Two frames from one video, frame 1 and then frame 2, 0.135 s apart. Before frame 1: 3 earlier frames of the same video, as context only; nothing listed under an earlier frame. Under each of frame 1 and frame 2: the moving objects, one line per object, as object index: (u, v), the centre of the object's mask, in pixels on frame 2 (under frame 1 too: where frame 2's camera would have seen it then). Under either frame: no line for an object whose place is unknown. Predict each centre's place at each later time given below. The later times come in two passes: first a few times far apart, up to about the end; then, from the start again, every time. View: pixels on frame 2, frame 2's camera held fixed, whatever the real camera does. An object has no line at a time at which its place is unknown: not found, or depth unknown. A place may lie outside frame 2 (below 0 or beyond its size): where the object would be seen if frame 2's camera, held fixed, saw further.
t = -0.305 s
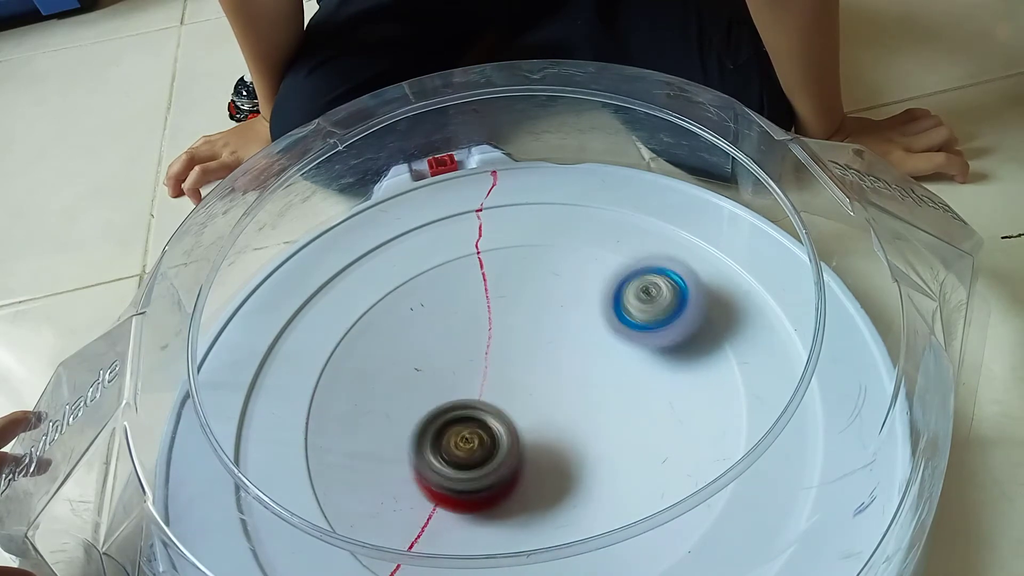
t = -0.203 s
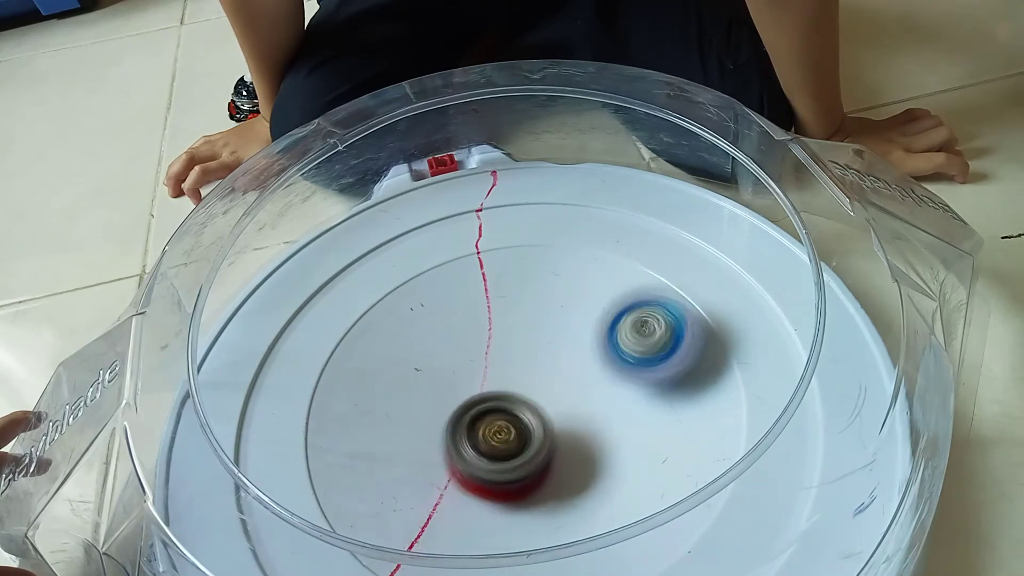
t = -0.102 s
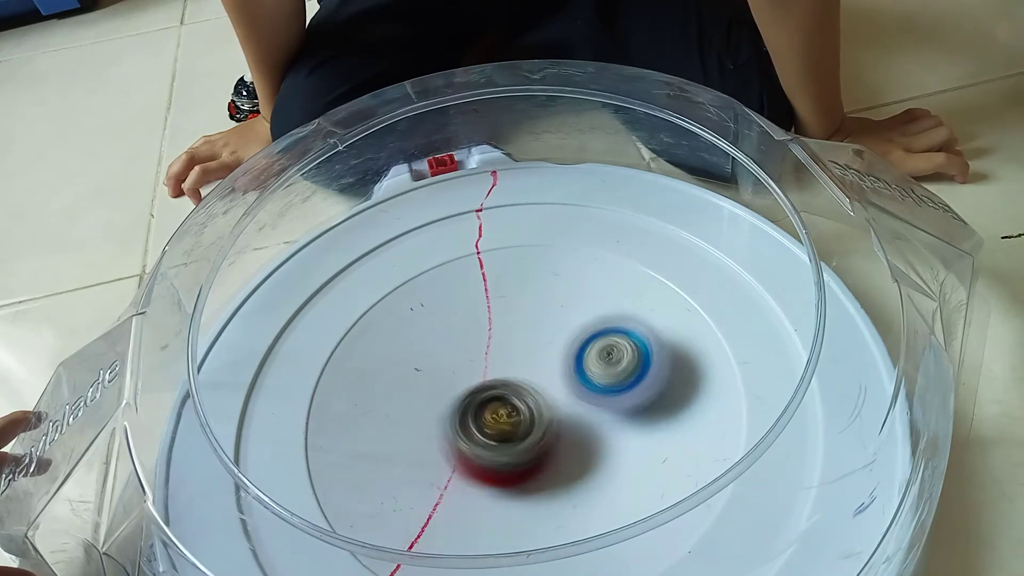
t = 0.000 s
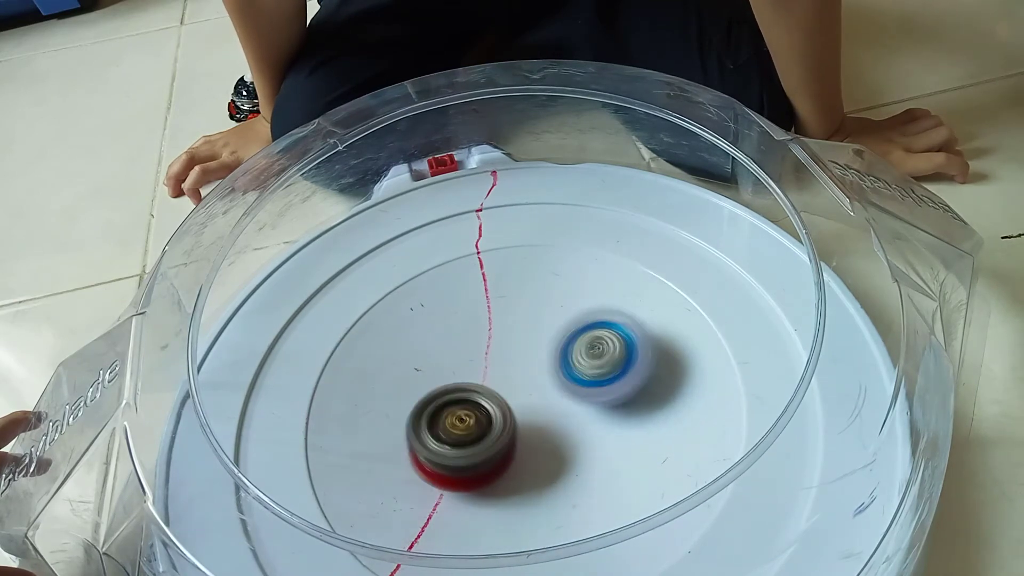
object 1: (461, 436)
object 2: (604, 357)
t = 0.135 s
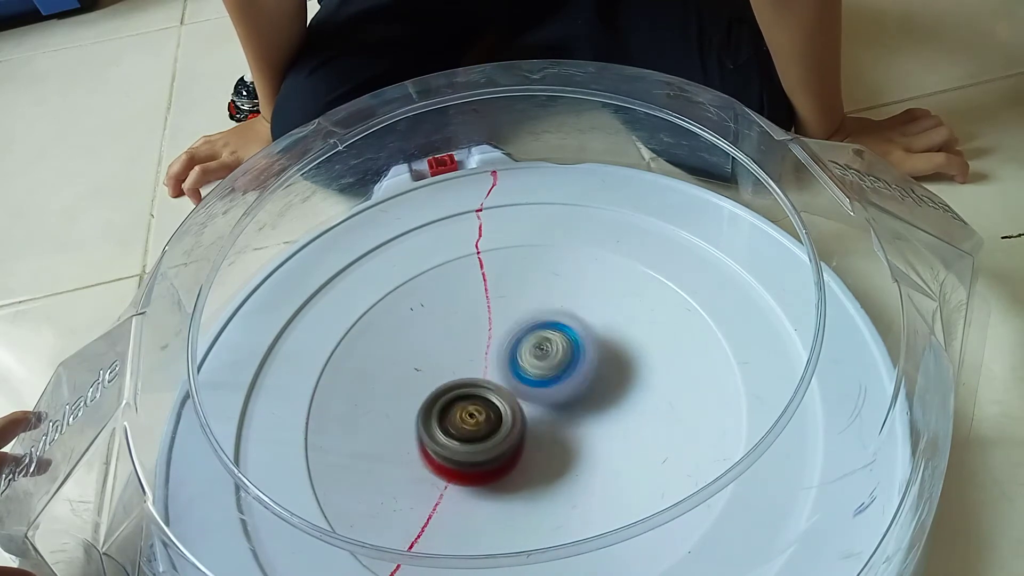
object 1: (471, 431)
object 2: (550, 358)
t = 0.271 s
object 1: (475, 448)
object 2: (530, 320)
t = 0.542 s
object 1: (521, 404)
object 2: (531, 302)
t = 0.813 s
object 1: (556, 450)
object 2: (522, 252)
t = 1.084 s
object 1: (567, 416)
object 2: (490, 322)
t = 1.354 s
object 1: (563, 420)
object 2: (414, 309)
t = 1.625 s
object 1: (512, 423)
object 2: (430, 357)
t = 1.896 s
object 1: (586, 435)
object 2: (418, 347)
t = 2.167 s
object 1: (648, 394)
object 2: (440, 385)
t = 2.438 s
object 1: (612, 367)
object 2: (481, 442)
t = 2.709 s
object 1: (526, 358)
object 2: (483, 484)
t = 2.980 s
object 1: (489, 312)
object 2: (452, 519)
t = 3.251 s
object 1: (478, 347)
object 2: (519, 434)
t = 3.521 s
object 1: (459, 213)
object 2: (708, 557)
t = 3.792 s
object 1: (504, 199)
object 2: (760, 509)
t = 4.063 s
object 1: (544, 222)
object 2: (738, 406)
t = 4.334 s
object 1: (497, 363)
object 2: (601, 398)
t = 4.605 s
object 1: (479, 506)
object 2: (551, 429)
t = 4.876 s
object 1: (522, 483)
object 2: (497, 346)
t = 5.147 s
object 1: (558, 353)
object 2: (451, 364)
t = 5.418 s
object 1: (536, 315)
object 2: (479, 409)
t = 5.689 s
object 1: (517, 341)
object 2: (567, 417)
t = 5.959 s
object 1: (474, 381)
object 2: (583, 403)
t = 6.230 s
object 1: (437, 390)
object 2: (565, 373)
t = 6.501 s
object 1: (447, 407)
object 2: (557, 390)
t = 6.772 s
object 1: (469, 425)
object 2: (579, 388)
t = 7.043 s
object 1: (434, 413)
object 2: (579, 373)
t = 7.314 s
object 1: (462, 421)
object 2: (561, 374)
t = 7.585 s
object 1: (490, 423)
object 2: (575, 368)
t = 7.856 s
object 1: (488, 421)
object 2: (568, 374)
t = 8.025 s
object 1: (488, 421)
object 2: (567, 375)
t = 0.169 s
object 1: (470, 435)
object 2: (542, 350)
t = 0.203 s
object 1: (469, 442)
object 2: (537, 339)
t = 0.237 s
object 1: (471, 446)
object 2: (532, 329)
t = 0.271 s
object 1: (475, 448)
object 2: (530, 320)
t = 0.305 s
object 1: (481, 449)
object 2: (528, 311)
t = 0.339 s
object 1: (489, 447)
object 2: (527, 303)
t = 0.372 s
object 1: (497, 443)
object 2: (527, 296)
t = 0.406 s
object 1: (504, 437)
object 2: (527, 290)
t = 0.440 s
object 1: (510, 429)
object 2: (529, 288)
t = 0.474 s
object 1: (515, 420)
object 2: (530, 289)
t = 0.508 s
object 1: (518, 412)
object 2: (531, 294)
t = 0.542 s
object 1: (521, 404)
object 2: (531, 302)
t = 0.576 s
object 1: (522, 412)
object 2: (530, 303)
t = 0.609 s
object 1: (524, 435)
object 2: (526, 286)
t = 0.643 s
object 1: (527, 450)
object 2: (524, 275)
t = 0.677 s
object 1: (531, 458)
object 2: (522, 267)
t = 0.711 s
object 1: (536, 460)
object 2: (521, 260)
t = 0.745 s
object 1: (542, 458)
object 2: (520, 255)
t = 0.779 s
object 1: (549, 455)
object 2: (521, 252)
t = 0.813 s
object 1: (556, 450)
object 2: (522, 252)
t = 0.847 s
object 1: (562, 444)
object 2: (523, 256)
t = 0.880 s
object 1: (567, 436)
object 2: (523, 263)
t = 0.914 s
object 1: (569, 428)
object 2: (523, 273)
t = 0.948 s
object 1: (569, 420)
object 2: (521, 285)
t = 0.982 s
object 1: (567, 412)
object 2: (518, 298)
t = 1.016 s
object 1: (562, 404)
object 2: (514, 313)
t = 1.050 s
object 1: (562, 405)
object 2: (504, 322)
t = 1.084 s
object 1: (567, 416)
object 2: (490, 322)
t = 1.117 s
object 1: (568, 421)
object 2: (475, 319)
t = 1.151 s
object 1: (568, 421)
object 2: (463, 317)
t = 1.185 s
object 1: (569, 421)
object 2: (454, 315)
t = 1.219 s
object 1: (569, 421)
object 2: (445, 313)
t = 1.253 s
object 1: (569, 421)
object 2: (437, 311)
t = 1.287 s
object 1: (568, 421)
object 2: (429, 310)
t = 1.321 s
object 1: (566, 420)
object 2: (421, 309)
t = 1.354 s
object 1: (563, 420)
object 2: (414, 309)
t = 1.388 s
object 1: (559, 419)
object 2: (409, 309)
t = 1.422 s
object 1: (553, 418)
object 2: (406, 311)
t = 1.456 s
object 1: (547, 418)
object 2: (405, 314)
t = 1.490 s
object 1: (539, 419)
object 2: (408, 320)
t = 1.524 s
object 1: (532, 419)
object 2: (411, 326)
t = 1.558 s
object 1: (525, 420)
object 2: (416, 336)
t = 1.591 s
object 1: (518, 422)
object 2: (423, 346)
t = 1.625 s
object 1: (512, 423)
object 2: (430, 357)
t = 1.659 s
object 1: (522, 434)
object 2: (428, 360)
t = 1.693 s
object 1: (540, 447)
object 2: (414, 354)
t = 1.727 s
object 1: (552, 453)
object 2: (406, 351)
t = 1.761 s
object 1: (561, 453)
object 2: (400, 347)
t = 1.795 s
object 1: (569, 451)
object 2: (399, 345)
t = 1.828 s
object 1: (576, 446)
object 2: (402, 344)
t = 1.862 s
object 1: (582, 441)
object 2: (409, 344)
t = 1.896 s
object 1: (586, 435)
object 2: (418, 347)
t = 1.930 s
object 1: (589, 428)
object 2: (433, 353)
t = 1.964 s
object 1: (589, 420)
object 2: (445, 360)
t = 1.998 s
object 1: (587, 412)
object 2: (459, 368)
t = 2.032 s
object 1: (582, 405)
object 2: (475, 377)
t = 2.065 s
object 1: (592, 400)
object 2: (474, 381)
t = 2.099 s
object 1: (621, 398)
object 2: (454, 381)
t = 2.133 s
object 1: (638, 396)
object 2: (442, 381)
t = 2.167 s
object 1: (648, 394)
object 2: (440, 385)
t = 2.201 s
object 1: (651, 391)
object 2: (445, 392)
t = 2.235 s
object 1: (650, 388)
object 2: (451, 397)
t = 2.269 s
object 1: (645, 385)
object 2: (457, 405)
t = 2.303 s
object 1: (640, 382)
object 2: (464, 413)
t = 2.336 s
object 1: (633, 378)
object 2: (470, 421)
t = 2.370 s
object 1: (627, 374)
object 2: (474, 429)
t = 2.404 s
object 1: (620, 370)
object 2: (478, 436)
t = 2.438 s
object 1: (612, 367)
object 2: (481, 442)
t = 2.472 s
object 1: (603, 365)
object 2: (484, 448)
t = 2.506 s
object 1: (592, 365)
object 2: (485, 454)
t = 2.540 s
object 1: (579, 366)
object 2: (485, 457)
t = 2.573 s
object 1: (566, 368)
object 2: (488, 460)
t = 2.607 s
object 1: (552, 371)
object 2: (491, 464)
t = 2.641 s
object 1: (539, 375)
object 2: (492, 466)
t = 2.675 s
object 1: (528, 377)
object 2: (493, 467)
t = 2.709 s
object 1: (526, 358)
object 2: (483, 484)
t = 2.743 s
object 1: (525, 337)
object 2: (477, 506)
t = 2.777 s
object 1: (524, 322)
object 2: (470, 513)
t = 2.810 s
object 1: (520, 313)
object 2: (467, 517)
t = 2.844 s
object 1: (513, 307)
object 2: (461, 521)
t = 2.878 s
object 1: (505, 306)
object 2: (456, 522)
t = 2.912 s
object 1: (499, 306)
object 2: (454, 523)
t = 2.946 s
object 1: (494, 309)
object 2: (450, 522)
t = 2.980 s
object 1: (489, 312)
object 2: (452, 519)
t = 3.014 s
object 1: (486, 316)
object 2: (455, 515)
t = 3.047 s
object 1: (484, 320)
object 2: (460, 508)
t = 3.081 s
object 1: (482, 324)
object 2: (469, 496)
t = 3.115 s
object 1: (479, 329)
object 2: (475, 481)
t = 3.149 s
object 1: (478, 334)
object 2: (486, 469)
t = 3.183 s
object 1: (477, 339)
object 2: (496, 456)
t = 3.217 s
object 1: (478, 344)
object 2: (504, 440)
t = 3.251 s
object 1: (478, 347)
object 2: (519, 434)
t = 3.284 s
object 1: (467, 307)
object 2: (548, 469)
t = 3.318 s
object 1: (459, 274)
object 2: (582, 498)
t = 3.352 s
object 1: (453, 251)
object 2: (612, 527)
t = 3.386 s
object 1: (449, 235)
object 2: (645, 543)
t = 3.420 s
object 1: (449, 227)
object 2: (667, 554)
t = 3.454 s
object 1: (452, 221)
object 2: (678, 556)
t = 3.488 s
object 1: (455, 216)
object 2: (696, 555)
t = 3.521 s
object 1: (459, 213)
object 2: (708, 557)
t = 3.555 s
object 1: (464, 209)
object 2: (721, 553)
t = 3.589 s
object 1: (469, 206)
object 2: (718, 550)
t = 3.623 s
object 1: (474, 203)
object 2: (721, 547)
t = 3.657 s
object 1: (480, 201)
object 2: (729, 540)
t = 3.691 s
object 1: (486, 199)
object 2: (743, 534)
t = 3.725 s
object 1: (492, 198)
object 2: (752, 529)
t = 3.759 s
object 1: (497, 198)
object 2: (758, 521)
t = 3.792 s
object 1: (504, 199)
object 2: (760, 509)
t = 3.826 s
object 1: (510, 199)
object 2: (765, 496)
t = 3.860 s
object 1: (515, 201)
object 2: (766, 484)
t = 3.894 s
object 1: (522, 204)
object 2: (768, 470)
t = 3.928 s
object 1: (527, 206)
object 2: (765, 456)
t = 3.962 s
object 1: (532, 209)
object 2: (766, 448)
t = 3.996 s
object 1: (536, 213)
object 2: (760, 434)
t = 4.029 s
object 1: (540, 217)
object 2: (755, 421)
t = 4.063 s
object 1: (544, 222)
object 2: (738, 406)
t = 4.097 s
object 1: (546, 229)
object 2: (733, 400)
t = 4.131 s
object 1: (543, 240)
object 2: (724, 398)
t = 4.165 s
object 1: (539, 253)
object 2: (704, 397)
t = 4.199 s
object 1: (533, 267)
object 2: (689, 397)
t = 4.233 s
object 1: (526, 286)
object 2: (666, 395)
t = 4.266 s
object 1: (516, 309)
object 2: (647, 396)
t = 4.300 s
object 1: (505, 335)
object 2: (625, 396)
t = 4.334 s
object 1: (497, 363)
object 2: (601, 398)
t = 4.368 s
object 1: (480, 388)
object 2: (601, 403)
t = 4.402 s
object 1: (460, 416)
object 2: (603, 408)
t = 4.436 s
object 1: (450, 441)
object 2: (602, 412)
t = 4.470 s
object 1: (445, 463)
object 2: (597, 416)
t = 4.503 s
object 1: (450, 485)
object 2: (584, 422)
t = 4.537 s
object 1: (457, 497)
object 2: (572, 428)
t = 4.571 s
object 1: (470, 501)
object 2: (561, 431)
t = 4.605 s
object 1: (479, 506)
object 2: (551, 429)
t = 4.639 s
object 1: (481, 519)
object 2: (544, 407)
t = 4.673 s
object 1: (484, 524)
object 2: (536, 384)
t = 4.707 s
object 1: (488, 522)
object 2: (530, 367)
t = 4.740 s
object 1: (490, 519)
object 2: (523, 354)
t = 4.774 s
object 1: (496, 514)
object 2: (515, 344)
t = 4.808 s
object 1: (502, 507)
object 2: (507, 343)
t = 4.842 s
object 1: (512, 498)
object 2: (502, 344)
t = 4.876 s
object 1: (522, 483)
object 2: (497, 346)
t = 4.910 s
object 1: (531, 464)
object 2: (493, 348)
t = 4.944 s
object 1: (535, 439)
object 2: (487, 350)
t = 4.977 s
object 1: (545, 422)
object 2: (476, 350)
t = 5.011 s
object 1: (556, 406)
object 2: (465, 351)
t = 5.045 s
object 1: (563, 390)
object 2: (460, 353)
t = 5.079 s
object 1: (565, 375)
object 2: (454, 358)
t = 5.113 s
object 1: (563, 363)
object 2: (453, 361)
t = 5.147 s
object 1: (558, 353)
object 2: (451, 364)
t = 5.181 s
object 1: (552, 342)
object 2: (452, 369)
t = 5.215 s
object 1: (550, 333)
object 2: (449, 377)
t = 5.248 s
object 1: (547, 325)
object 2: (450, 387)
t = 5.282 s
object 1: (544, 320)
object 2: (452, 394)
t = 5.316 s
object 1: (543, 318)
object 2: (459, 400)
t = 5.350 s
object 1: (540, 315)
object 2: (465, 404)
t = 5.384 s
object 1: (538, 315)
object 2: (472, 407)
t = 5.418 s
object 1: (536, 315)
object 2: (479, 409)
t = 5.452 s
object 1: (535, 315)
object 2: (484, 410)
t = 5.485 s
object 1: (534, 316)
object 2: (492, 411)
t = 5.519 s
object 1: (533, 318)
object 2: (503, 412)
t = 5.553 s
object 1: (531, 322)
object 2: (516, 413)
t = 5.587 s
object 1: (527, 325)
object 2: (531, 413)
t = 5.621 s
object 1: (524, 327)
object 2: (549, 418)
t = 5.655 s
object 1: (522, 333)
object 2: (557, 419)
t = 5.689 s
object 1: (517, 341)
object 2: (567, 417)
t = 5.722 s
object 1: (512, 348)
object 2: (579, 418)
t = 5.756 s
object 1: (507, 354)
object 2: (587, 416)
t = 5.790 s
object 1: (501, 359)
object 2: (589, 414)
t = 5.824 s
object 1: (496, 365)
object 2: (588, 412)
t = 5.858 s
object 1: (489, 370)
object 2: (587, 411)
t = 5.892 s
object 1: (483, 375)
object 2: (586, 406)
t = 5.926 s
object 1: (479, 379)
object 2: (585, 403)
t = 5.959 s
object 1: (474, 381)
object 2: (583, 403)
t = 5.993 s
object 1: (468, 384)
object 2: (578, 399)
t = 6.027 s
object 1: (465, 386)
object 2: (574, 394)
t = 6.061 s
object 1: (461, 387)
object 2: (570, 392)
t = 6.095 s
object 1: (455, 388)
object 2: (568, 387)
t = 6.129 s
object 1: (442, 389)
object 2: (571, 379)
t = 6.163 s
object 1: (436, 390)
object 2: (575, 376)
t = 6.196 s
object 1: (436, 389)
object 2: (568, 372)
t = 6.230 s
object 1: (437, 390)
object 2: (565, 373)
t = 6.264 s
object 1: (439, 392)
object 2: (554, 379)
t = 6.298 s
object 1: (440, 394)
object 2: (550, 380)
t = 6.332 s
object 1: (433, 396)
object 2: (553, 380)
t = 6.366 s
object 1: (429, 398)
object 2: (556, 379)
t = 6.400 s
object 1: (431, 397)
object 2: (557, 378)
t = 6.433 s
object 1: (436, 398)
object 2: (556, 383)
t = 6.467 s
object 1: (442, 401)
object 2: (557, 383)
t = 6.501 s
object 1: (447, 407)
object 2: (557, 390)
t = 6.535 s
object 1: (451, 412)
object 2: (561, 386)
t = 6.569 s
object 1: (455, 414)
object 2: (566, 388)
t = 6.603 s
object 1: (461, 415)
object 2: (568, 387)
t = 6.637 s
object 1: (462, 417)
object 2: (576, 389)
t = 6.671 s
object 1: (462, 419)
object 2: (578, 388)
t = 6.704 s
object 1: (465, 420)
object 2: (583, 391)
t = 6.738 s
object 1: (469, 422)
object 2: (580, 389)
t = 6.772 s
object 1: (469, 425)
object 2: (579, 388)
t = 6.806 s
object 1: (463, 425)
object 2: (578, 386)
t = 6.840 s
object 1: (461, 424)
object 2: (581, 390)
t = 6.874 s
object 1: (463, 420)
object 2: (578, 385)
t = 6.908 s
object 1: (466, 418)
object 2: (575, 391)
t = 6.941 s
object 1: (454, 417)
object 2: (587, 382)
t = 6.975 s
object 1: (440, 417)
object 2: (589, 375)
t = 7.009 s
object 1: (435, 413)
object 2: (590, 373)
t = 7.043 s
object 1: (434, 413)
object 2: (579, 373)
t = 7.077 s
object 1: (439, 417)
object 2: (570, 380)
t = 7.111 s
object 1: (445, 419)
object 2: (562, 382)
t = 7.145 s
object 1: (448, 418)
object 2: (552, 384)
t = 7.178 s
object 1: (447, 418)
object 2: (549, 384)
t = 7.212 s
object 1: (450, 419)
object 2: (547, 383)
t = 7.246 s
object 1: (451, 419)
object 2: (549, 381)
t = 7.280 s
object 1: (455, 420)
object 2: (554, 378)
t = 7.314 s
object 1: (462, 421)
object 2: (561, 374)
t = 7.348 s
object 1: (469, 422)
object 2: (564, 370)
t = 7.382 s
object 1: (479, 422)
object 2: (569, 368)
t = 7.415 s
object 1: (486, 423)
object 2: (571, 369)
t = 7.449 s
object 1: (488, 423)
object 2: (576, 370)
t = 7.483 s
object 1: (490, 423)
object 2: (579, 369)
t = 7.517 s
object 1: (490, 424)
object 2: (579, 369)
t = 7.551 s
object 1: (490, 424)
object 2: (578, 368)
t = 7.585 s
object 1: (490, 423)
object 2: (575, 368)
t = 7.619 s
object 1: (490, 421)
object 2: (571, 370)
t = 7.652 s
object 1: (490, 419)
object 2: (568, 374)
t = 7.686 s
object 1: (488, 420)
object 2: (568, 377)
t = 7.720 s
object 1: (487, 423)
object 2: (569, 378)
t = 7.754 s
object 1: (487, 423)
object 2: (569, 378)
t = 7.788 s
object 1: (488, 422)
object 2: (568, 377)
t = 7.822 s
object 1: (488, 421)
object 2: (568, 375)
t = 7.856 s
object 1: (488, 421)
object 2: (568, 374)
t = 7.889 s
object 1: (488, 421)
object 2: (568, 375)
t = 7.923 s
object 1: (488, 421)
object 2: (568, 375)
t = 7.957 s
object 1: (488, 421)
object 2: (567, 376)
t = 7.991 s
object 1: (488, 421)
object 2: (568, 375)
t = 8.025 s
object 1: (488, 421)
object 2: (567, 375)
